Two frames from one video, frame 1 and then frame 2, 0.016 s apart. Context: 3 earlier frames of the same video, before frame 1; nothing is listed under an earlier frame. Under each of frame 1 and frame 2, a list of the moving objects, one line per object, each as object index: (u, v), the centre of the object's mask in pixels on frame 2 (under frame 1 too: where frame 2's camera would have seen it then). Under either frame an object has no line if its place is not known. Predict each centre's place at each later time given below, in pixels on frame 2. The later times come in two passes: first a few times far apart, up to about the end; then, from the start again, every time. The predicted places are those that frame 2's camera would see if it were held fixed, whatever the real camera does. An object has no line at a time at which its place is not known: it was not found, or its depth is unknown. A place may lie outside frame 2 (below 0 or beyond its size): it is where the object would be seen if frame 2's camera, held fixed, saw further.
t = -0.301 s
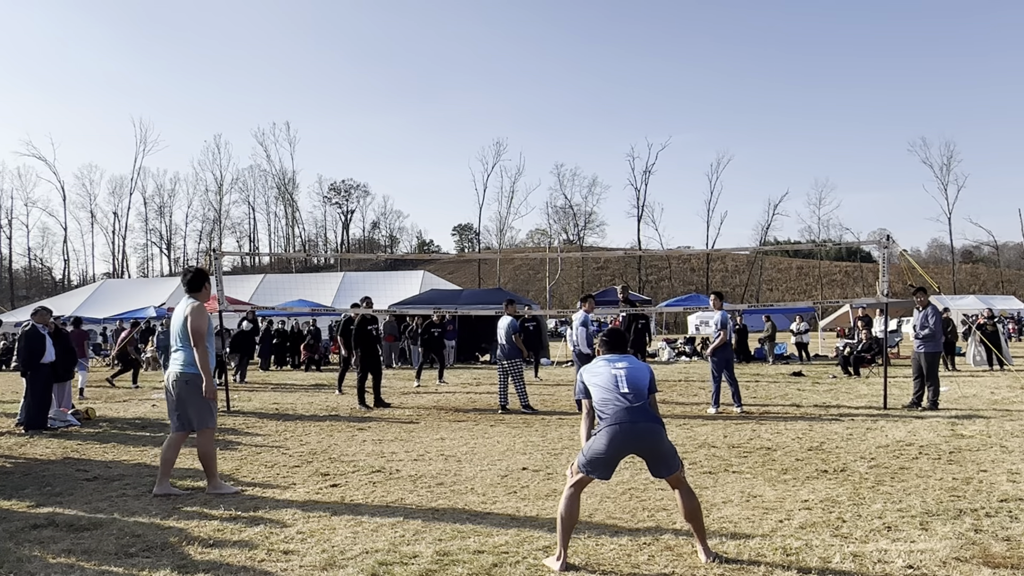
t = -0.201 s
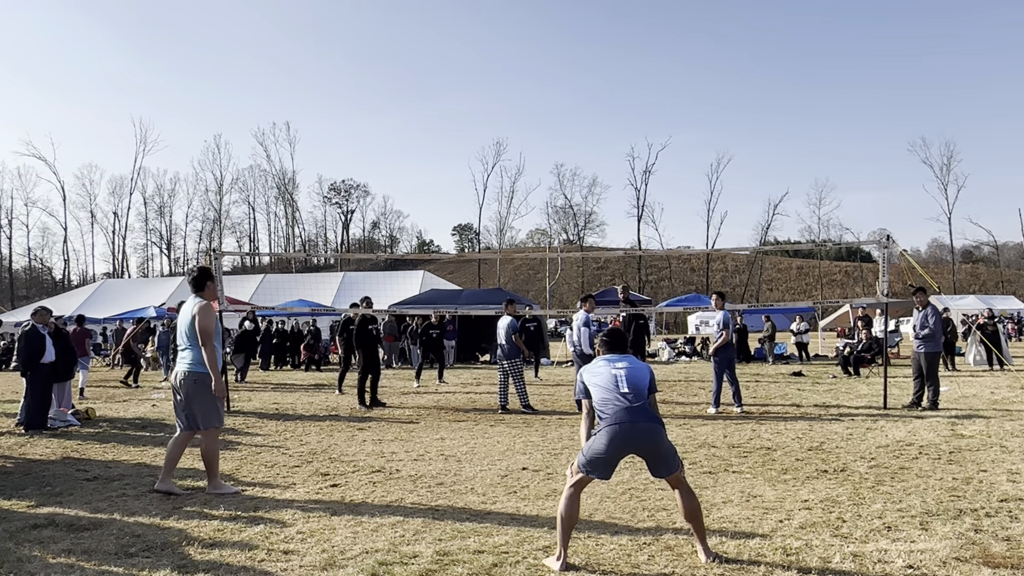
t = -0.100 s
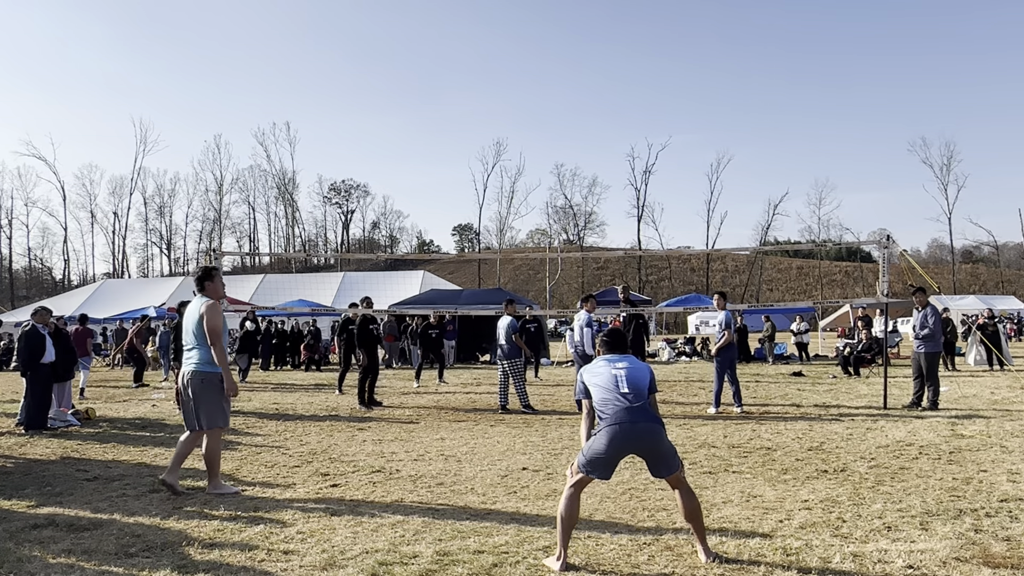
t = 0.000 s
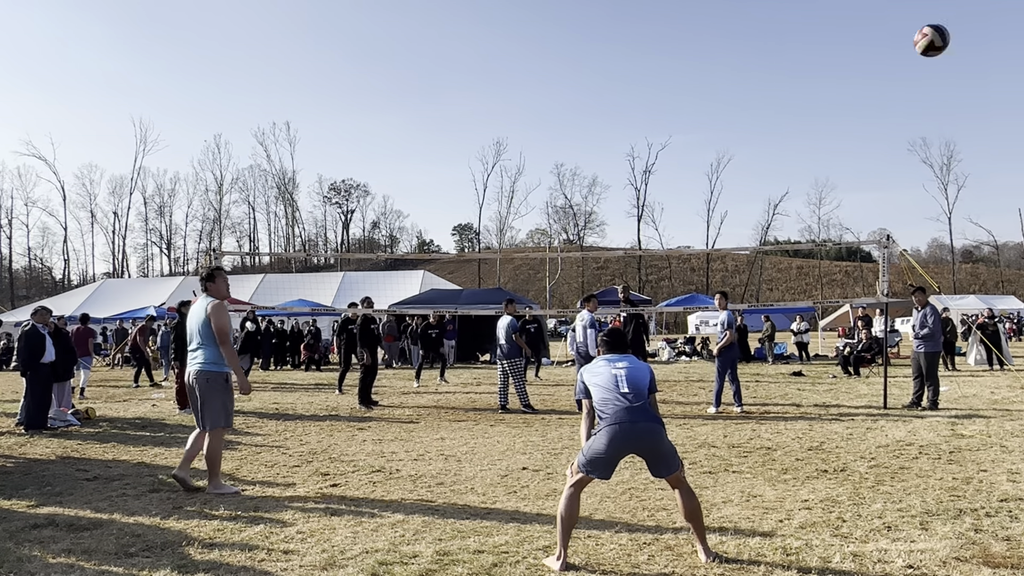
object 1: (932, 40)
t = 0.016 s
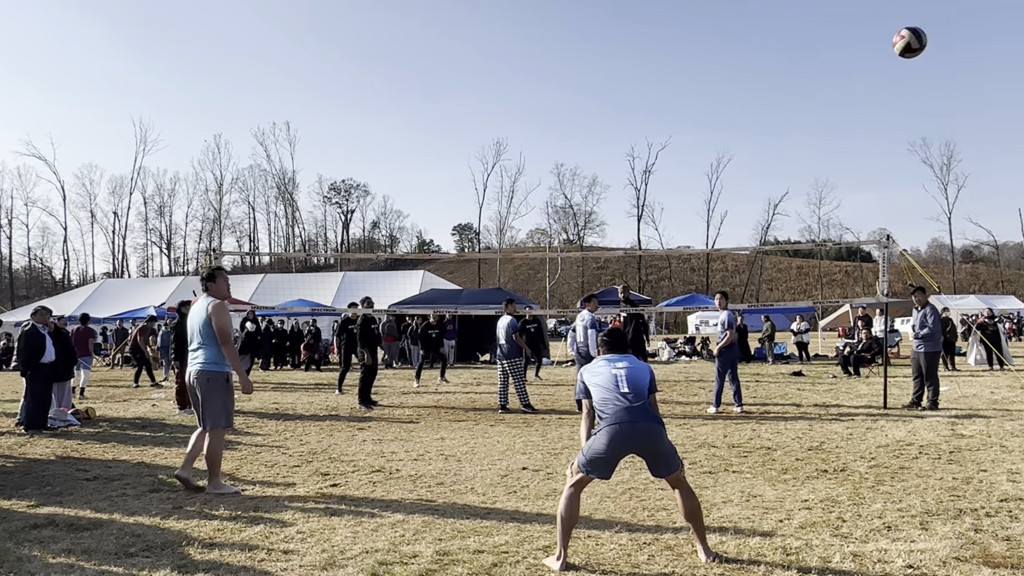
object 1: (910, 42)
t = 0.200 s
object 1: (750, 74)
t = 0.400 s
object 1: (665, 123)
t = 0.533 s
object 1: (632, 157)
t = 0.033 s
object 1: (890, 44)
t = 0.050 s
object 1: (871, 47)
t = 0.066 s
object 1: (854, 49)
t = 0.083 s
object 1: (838, 52)
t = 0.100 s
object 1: (823, 55)
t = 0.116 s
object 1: (808, 58)
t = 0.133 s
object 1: (795, 61)
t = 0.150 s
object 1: (783, 64)
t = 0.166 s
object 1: (771, 67)
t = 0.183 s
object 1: (761, 70)
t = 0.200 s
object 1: (750, 74)
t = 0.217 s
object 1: (741, 78)
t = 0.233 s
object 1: (732, 82)
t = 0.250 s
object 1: (723, 85)
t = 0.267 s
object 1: (715, 89)
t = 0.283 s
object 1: (707, 94)
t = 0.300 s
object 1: (701, 98)
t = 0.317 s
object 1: (694, 102)
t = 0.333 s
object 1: (687, 106)
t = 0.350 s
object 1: (681, 110)
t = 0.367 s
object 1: (676, 114)
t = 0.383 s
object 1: (670, 118)
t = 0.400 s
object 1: (665, 123)
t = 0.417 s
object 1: (661, 127)
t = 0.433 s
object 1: (656, 131)
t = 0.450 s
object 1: (651, 135)
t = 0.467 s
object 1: (648, 140)
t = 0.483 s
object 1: (643, 144)
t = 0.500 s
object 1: (639, 148)
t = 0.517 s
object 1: (636, 153)
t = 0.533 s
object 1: (632, 157)
